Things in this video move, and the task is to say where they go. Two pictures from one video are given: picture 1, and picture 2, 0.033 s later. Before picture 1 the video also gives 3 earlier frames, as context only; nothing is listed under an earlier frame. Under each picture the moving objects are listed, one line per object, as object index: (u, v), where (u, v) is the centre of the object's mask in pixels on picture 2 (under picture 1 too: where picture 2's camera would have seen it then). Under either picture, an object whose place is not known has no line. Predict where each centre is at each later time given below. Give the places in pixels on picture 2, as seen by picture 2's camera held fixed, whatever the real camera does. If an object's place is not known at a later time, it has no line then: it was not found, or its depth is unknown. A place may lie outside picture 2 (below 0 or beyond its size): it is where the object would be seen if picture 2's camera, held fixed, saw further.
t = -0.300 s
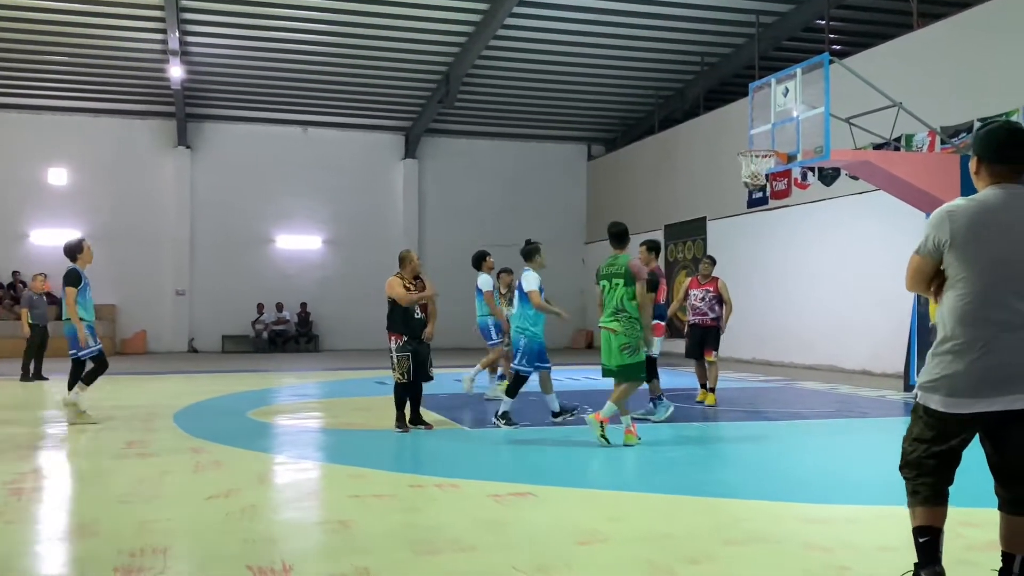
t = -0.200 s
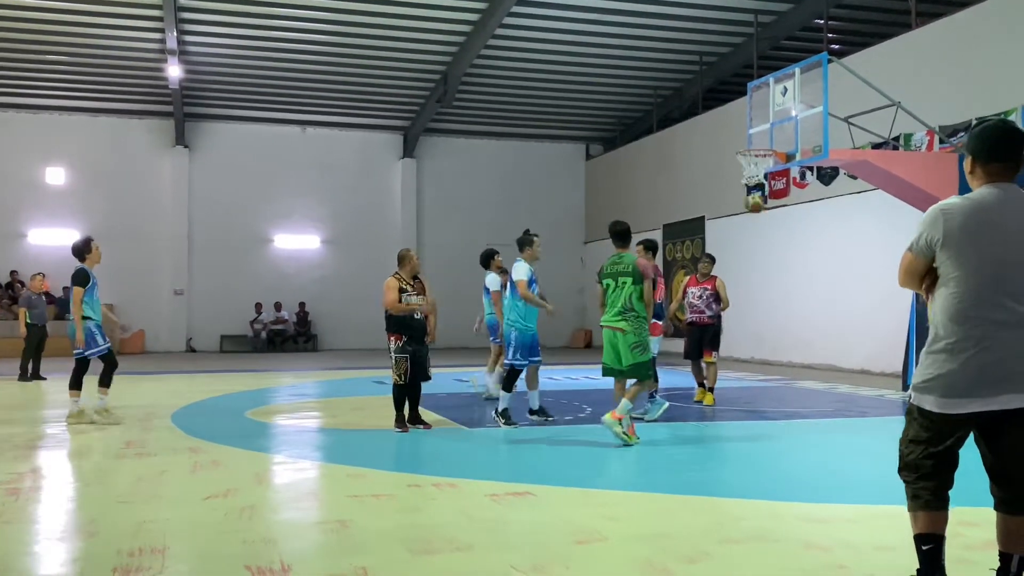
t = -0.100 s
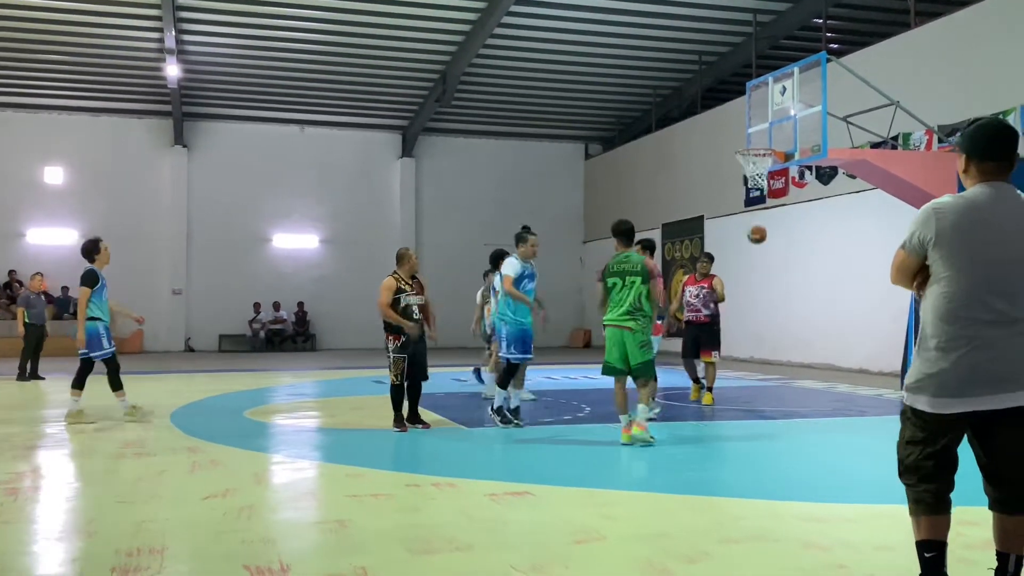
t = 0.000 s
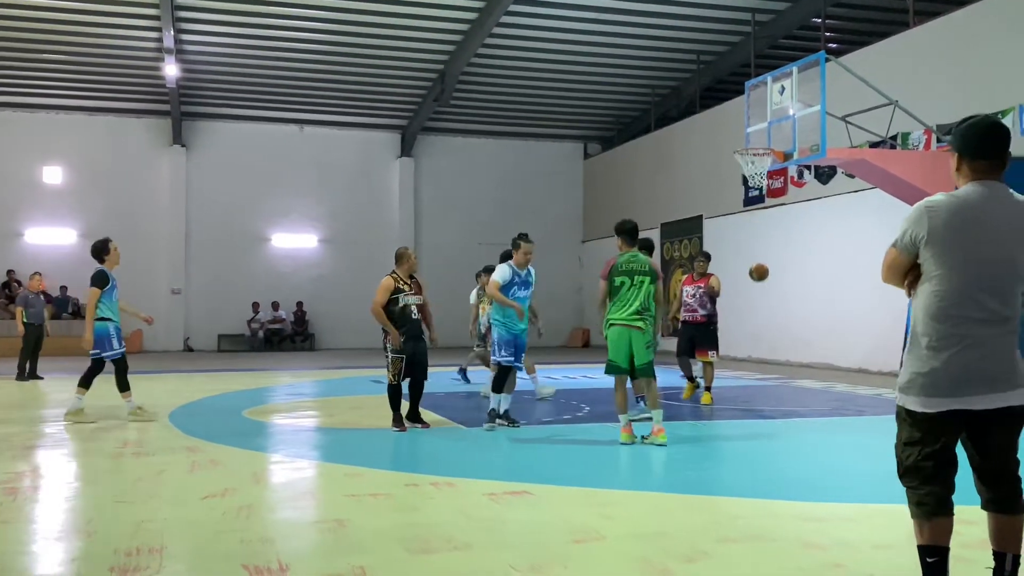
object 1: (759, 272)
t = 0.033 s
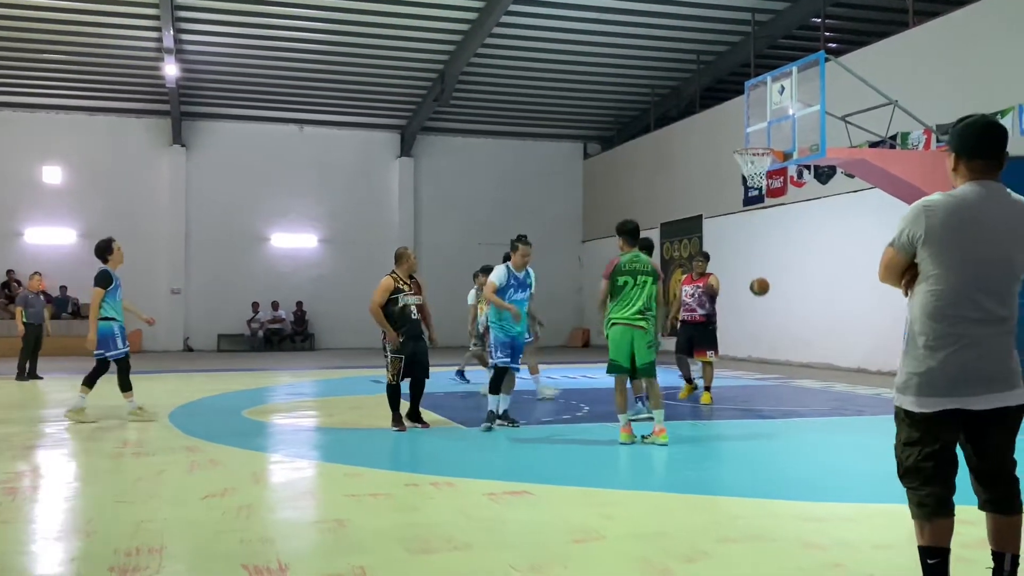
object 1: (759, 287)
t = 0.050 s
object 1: (760, 294)
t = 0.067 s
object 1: (761, 302)
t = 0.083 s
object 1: (761, 310)
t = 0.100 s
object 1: (762, 319)
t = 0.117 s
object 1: (762, 327)
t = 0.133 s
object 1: (762, 336)
